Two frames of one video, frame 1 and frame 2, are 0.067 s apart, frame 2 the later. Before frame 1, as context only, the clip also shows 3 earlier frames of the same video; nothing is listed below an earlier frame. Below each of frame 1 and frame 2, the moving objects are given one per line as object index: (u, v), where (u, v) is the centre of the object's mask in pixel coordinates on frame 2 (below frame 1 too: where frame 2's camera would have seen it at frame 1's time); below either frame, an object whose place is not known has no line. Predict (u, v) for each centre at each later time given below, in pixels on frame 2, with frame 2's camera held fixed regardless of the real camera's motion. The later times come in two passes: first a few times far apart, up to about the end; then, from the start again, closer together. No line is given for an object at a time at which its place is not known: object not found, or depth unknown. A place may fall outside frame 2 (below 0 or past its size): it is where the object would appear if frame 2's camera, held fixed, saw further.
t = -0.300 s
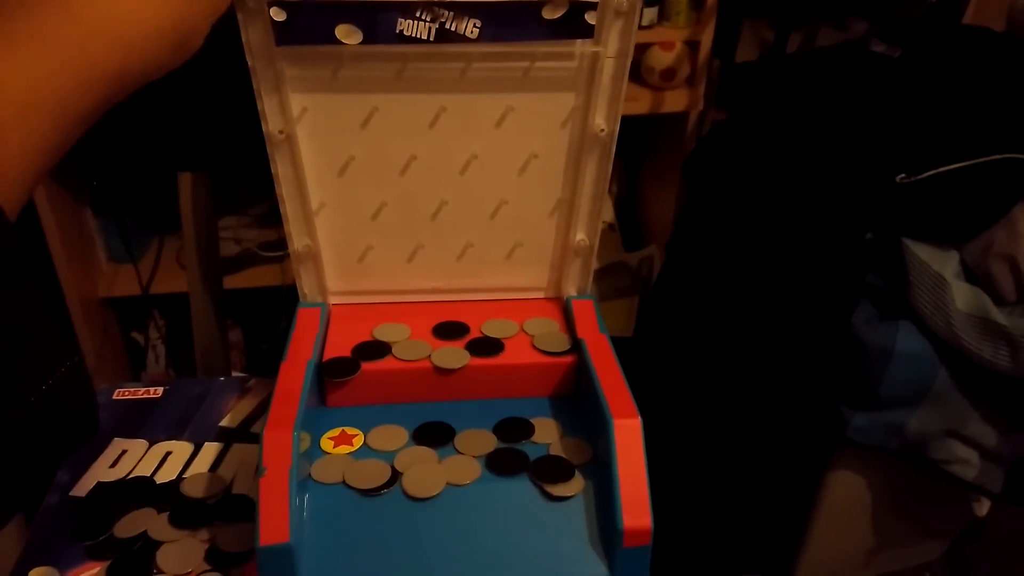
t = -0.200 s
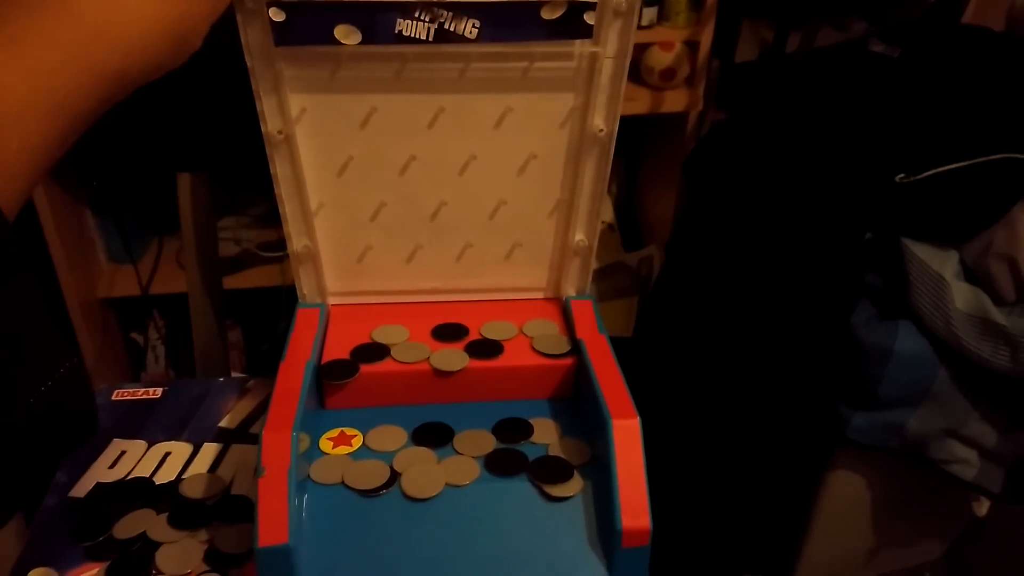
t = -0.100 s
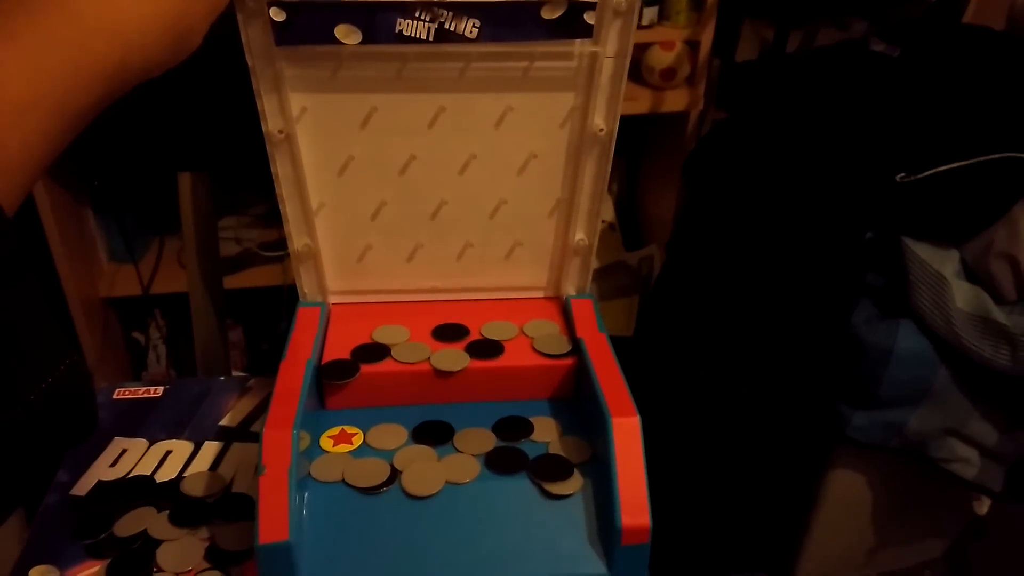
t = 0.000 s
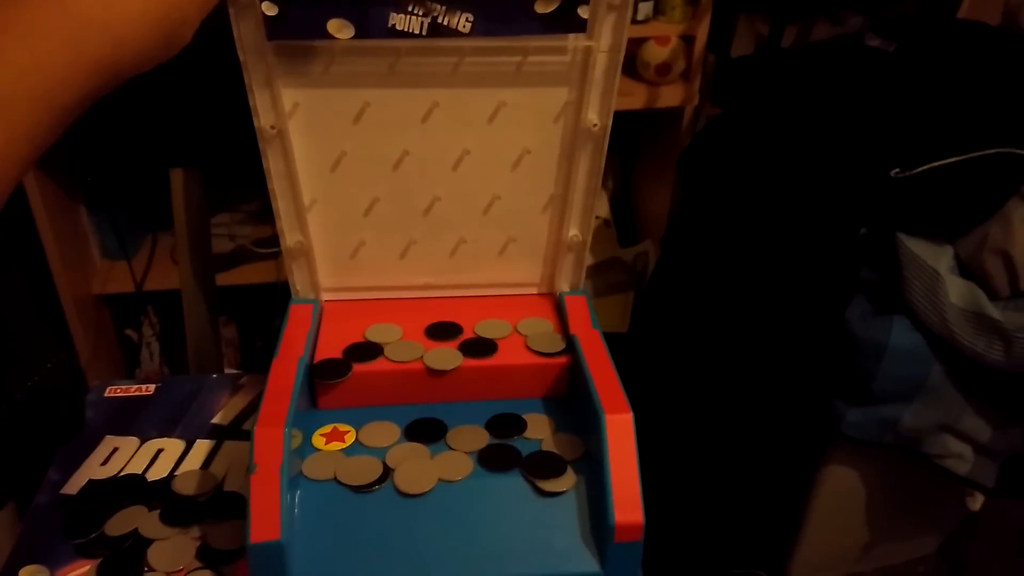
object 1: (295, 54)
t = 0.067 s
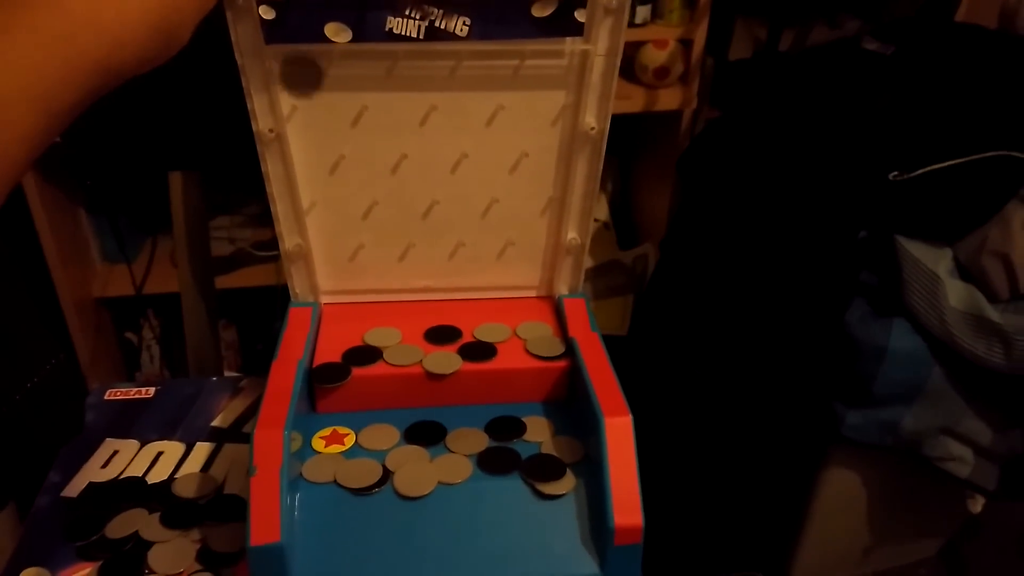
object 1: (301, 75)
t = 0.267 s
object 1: (349, 132)
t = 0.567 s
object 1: (337, 250)
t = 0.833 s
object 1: (384, 287)
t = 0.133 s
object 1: (340, 125)
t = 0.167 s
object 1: (344, 117)
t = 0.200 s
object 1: (343, 129)
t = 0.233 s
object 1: (345, 131)
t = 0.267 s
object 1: (349, 132)
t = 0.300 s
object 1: (358, 137)
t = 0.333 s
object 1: (369, 153)
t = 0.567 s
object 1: (337, 250)
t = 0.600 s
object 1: (347, 279)
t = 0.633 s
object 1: (353, 269)
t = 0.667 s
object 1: (361, 274)
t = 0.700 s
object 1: (368, 284)
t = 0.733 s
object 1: (373, 286)
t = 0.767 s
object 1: (378, 287)
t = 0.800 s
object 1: (383, 287)
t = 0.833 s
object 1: (384, 287)
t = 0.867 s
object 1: (384, 287)
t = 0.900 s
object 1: (384, 287)
